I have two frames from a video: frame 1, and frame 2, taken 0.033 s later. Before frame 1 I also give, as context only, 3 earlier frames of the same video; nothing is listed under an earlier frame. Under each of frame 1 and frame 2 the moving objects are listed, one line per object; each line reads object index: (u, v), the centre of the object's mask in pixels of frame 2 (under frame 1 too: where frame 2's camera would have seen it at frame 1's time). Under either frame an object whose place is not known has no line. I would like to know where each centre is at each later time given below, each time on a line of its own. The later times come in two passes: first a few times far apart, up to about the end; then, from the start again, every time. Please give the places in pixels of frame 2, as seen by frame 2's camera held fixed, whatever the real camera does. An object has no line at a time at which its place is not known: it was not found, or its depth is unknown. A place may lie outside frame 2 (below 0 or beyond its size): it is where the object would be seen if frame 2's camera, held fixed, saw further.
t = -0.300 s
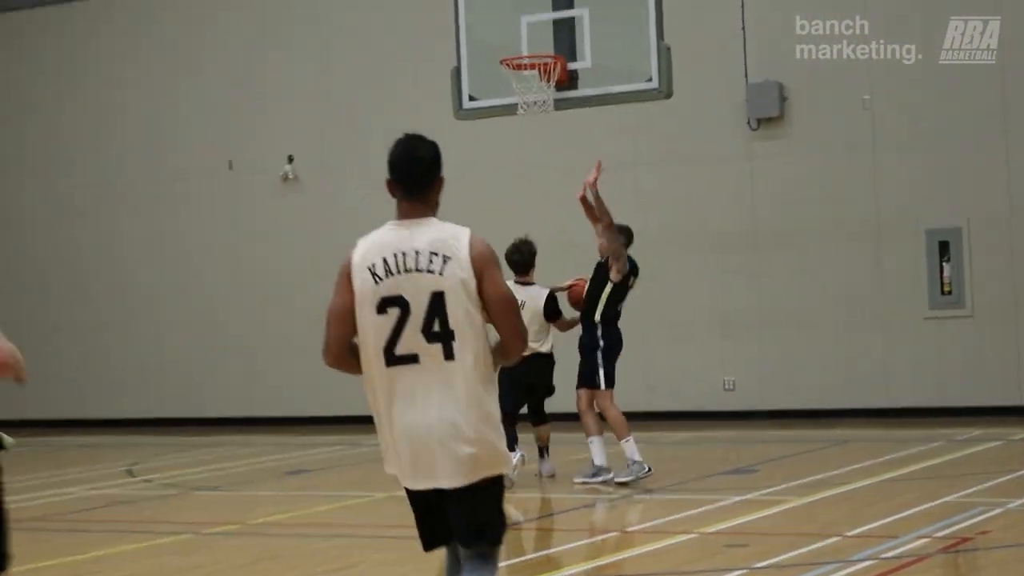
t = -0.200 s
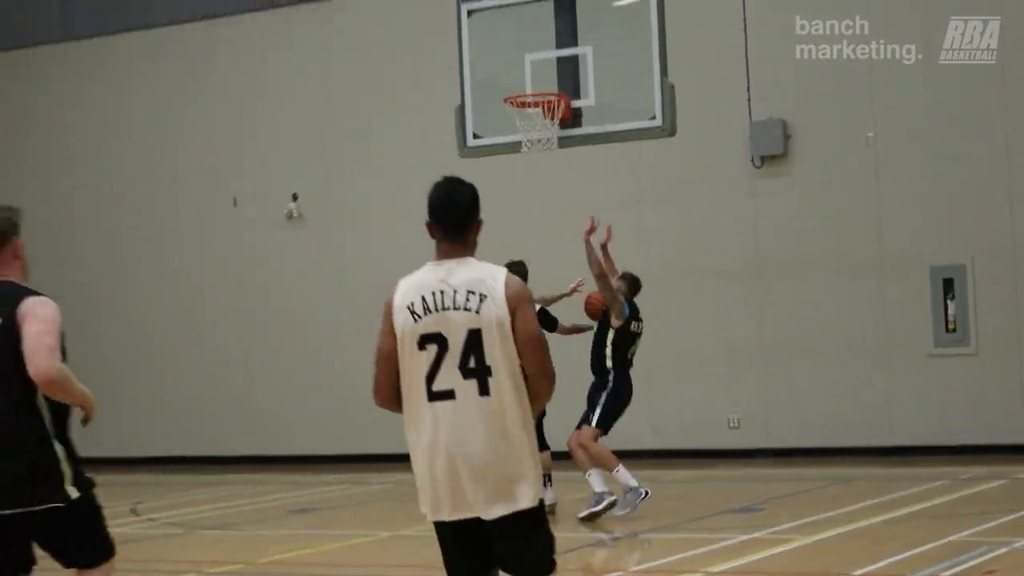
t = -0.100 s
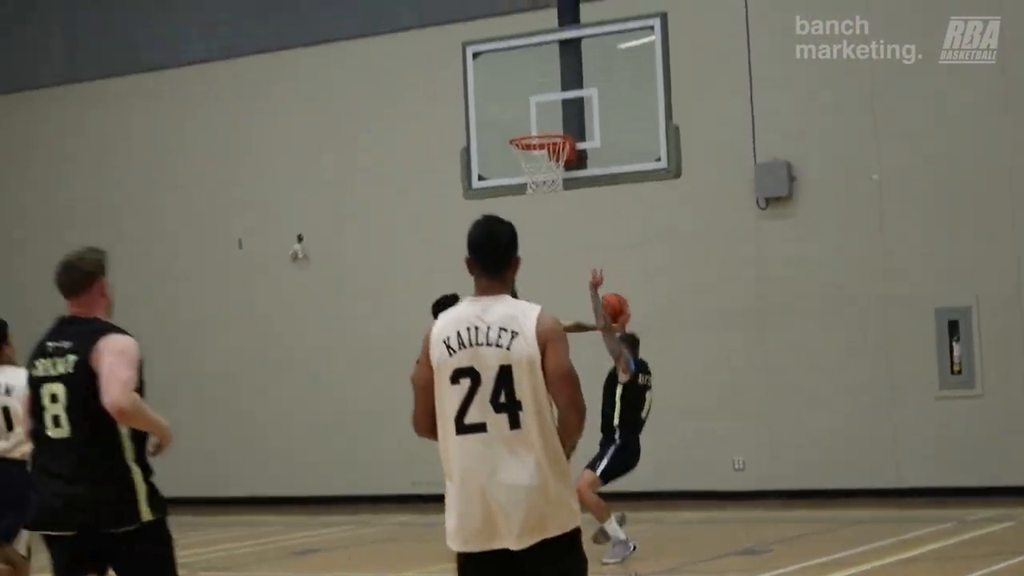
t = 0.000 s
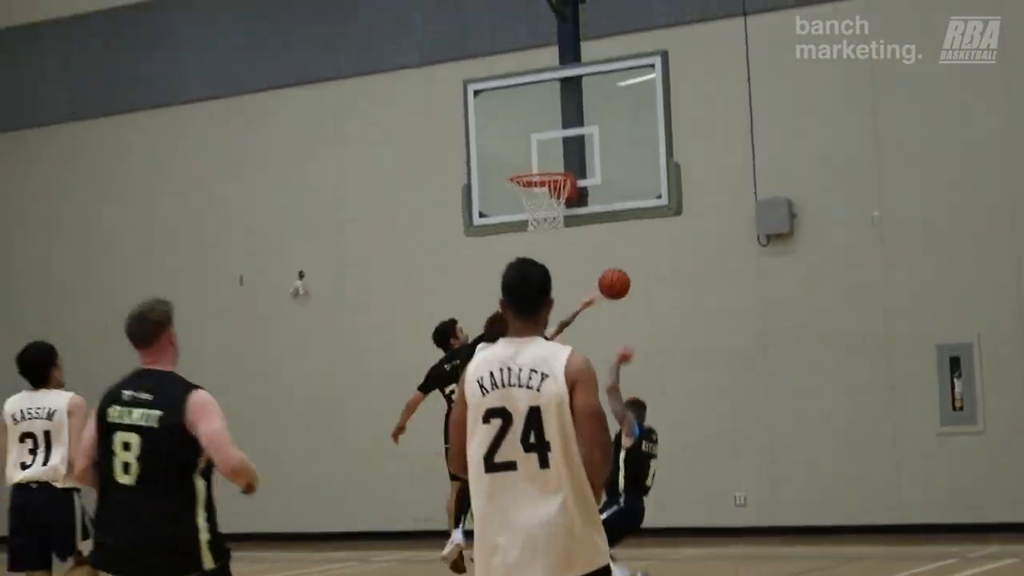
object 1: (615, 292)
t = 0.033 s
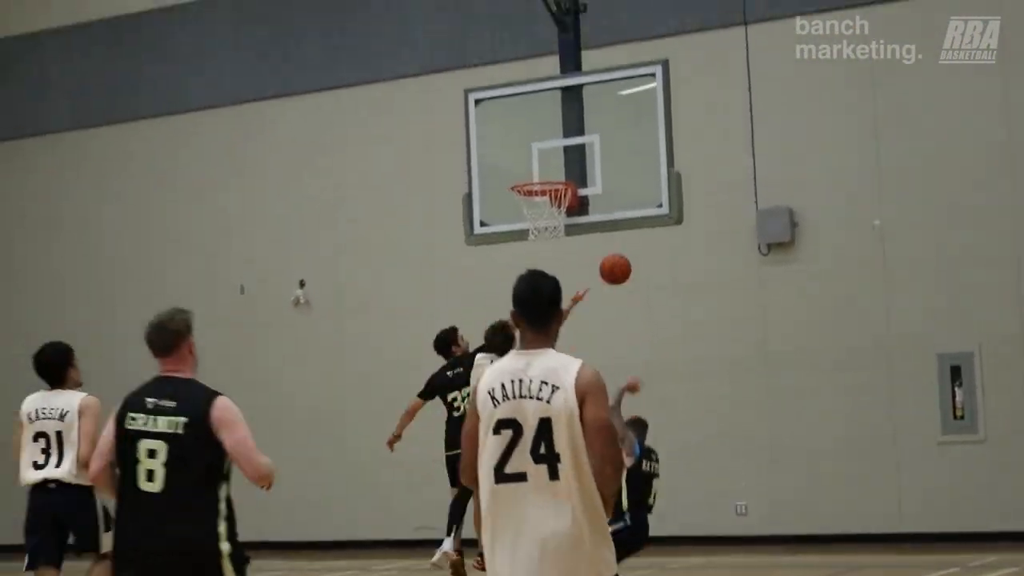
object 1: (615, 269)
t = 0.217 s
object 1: (609, 171)
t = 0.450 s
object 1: (566, 117)
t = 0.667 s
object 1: (529, 128)
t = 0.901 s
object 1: (491, 211)
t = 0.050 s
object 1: (615, 258)
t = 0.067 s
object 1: (615, 247)
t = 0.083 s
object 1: (615, 237)
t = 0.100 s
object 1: (615, 227)
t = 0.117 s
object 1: (615, 217)
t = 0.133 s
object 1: (615, 208)
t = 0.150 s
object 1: (615, 200)
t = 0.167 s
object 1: (616, 192)
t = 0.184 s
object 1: (615, 185)
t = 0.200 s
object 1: (612, 177)
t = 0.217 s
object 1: (609, 171)
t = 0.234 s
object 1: (606, 165)
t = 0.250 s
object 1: (603, 160)
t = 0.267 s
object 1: (600, 154)
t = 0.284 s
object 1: (596, 149)
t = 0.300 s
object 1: (593, 144)
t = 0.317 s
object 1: (590, 139)
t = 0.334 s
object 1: (587, 135)
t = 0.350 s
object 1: (584, 133)
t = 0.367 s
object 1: (581, 129)
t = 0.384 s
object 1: (578, 125)
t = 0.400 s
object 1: (575, 123)
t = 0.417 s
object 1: (572, 121)
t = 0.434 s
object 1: (570, 120)
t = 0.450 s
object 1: (566, 117)
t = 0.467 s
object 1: (563, 116)
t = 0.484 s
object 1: (561, 115)
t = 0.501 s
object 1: (557, 114)
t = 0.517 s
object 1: (555, 114)
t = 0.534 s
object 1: (551, 115)
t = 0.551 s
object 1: (549, 115)
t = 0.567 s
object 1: (546, 116)
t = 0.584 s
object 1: (543, 117)
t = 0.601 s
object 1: (541, 119)
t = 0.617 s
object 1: (538, 121)
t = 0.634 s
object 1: (535, 123)
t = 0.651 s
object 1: (532, 125)
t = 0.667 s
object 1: (529, 128)
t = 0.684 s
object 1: (527, 132)
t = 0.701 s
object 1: (523, 136)
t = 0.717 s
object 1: (521, 140)
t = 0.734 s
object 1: (518, 144)
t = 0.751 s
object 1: (515, 149)
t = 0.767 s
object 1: (512, 155)
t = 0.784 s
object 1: (510, 161)
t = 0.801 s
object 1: (507, 167)
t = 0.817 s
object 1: (504, 173)
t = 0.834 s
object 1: (501, 180)
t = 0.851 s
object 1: (499, 187)
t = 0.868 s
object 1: (496, 195)
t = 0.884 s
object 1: (493, 203)
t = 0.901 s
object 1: (491, 211)
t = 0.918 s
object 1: (488, 220)
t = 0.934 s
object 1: (485, 230)
